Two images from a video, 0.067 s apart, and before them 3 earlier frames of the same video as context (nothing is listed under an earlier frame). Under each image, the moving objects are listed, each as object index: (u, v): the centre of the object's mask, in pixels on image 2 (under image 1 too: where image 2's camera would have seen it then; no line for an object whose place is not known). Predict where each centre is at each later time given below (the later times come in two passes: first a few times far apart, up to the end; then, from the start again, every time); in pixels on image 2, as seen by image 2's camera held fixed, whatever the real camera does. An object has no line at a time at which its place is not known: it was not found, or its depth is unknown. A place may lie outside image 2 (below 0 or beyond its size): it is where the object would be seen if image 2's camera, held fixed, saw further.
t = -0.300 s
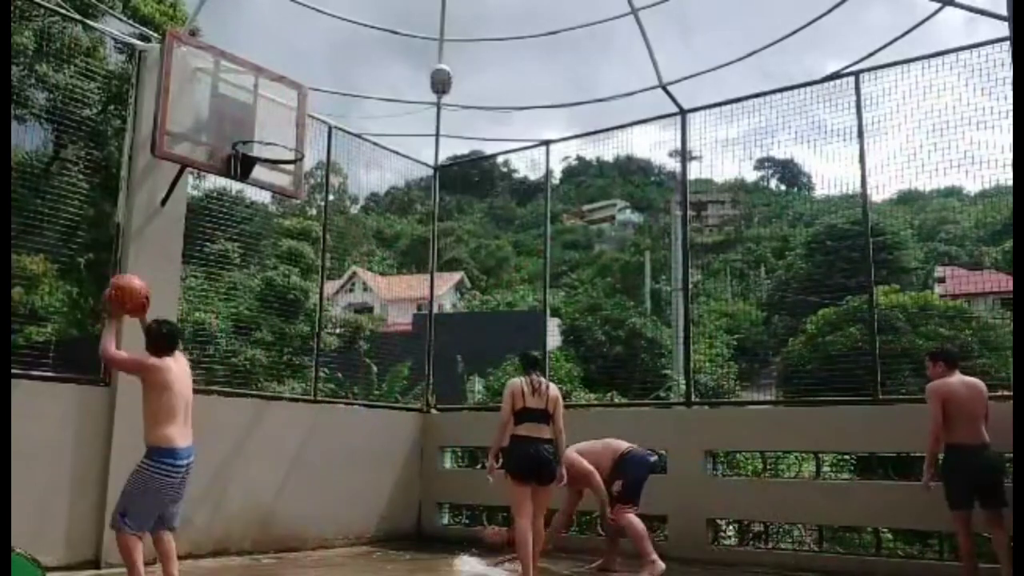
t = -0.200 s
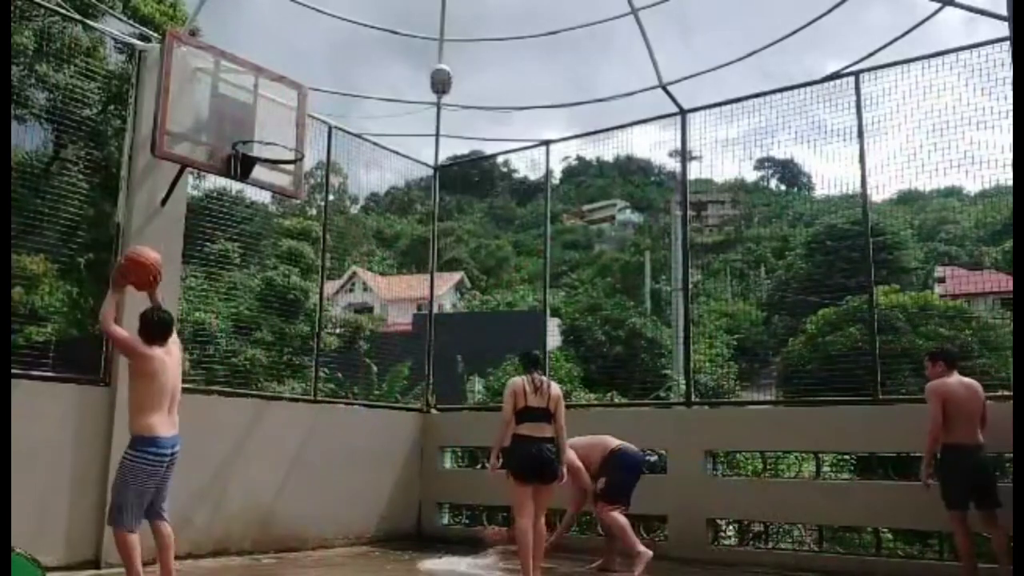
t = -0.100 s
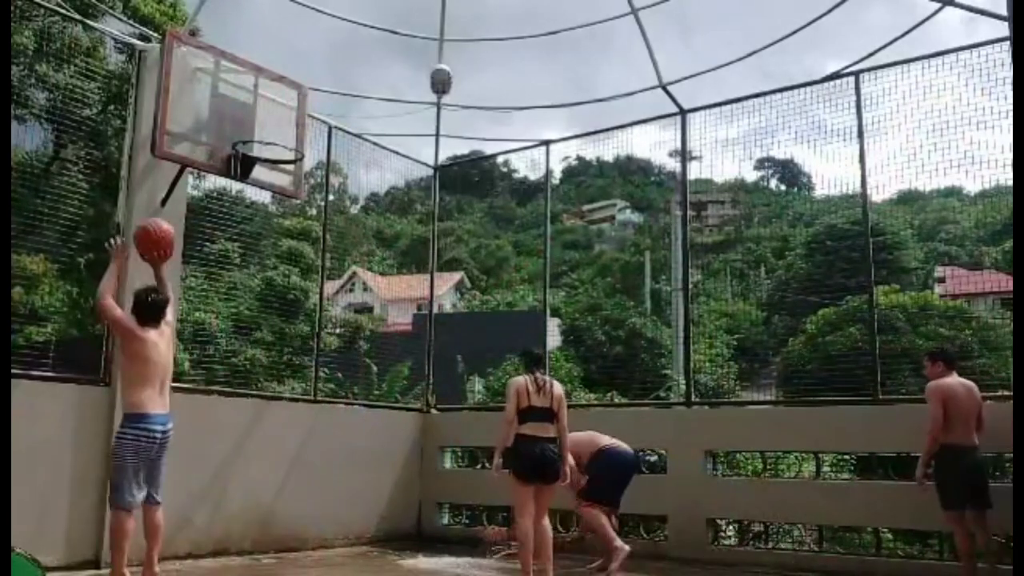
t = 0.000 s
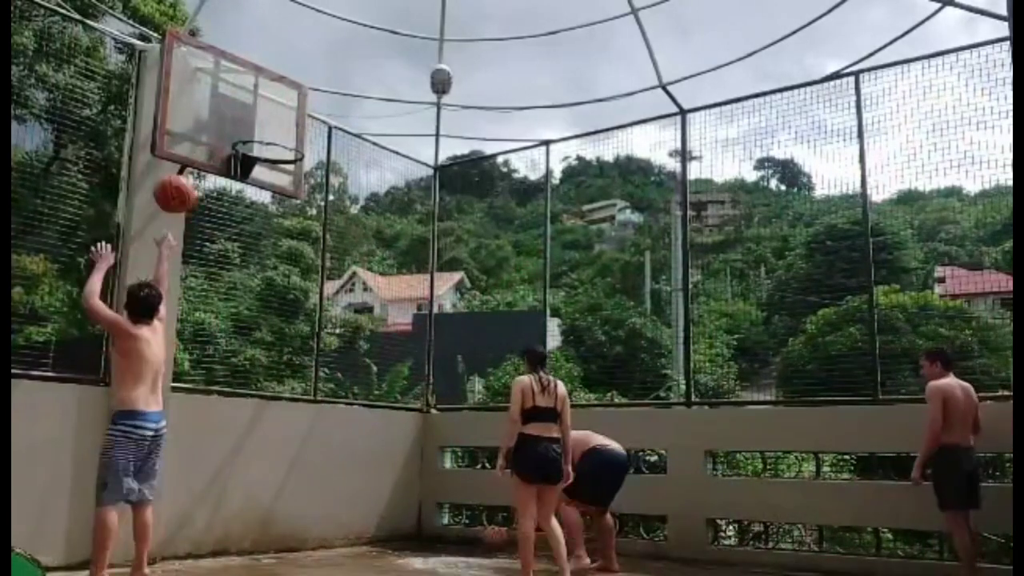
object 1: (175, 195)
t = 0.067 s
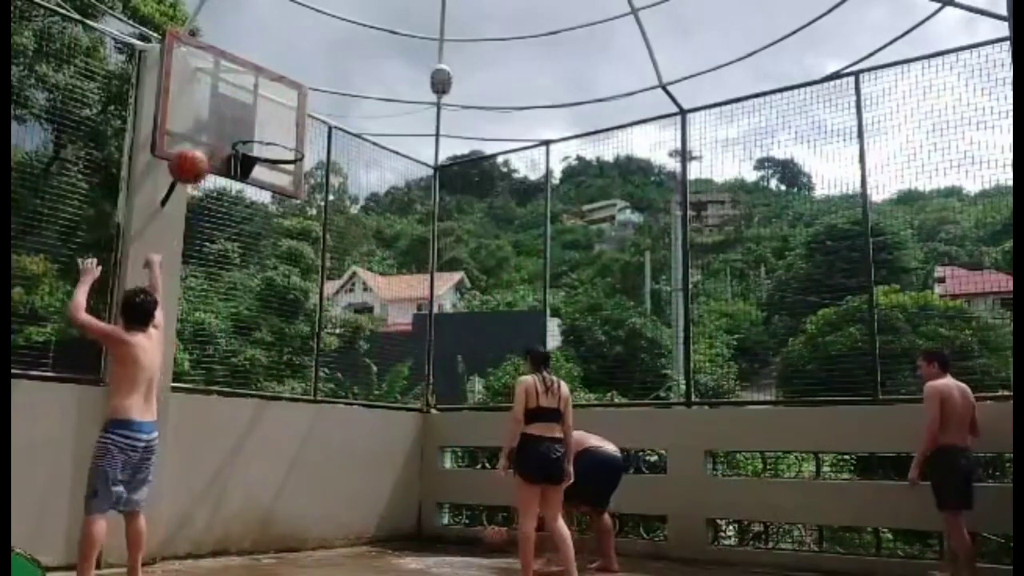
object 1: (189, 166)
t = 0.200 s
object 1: (212, 133)
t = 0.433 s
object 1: (248, 136)
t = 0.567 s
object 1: (274, 137)
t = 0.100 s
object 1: (195, 155)
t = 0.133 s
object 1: (201, 146)
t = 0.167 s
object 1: (207, 139)
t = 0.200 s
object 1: (212, 133)
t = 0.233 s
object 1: (217, 128)
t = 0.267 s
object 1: (221, 126)
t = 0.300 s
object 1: (227, 126)
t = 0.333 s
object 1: (231, 126)
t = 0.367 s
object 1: (234, 128)
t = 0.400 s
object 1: (236, 132)
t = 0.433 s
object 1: (248, 136)
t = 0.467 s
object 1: (255, 137)
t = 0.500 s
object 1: (262, 136)
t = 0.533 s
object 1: (268, 136)
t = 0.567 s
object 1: (274, 137)
